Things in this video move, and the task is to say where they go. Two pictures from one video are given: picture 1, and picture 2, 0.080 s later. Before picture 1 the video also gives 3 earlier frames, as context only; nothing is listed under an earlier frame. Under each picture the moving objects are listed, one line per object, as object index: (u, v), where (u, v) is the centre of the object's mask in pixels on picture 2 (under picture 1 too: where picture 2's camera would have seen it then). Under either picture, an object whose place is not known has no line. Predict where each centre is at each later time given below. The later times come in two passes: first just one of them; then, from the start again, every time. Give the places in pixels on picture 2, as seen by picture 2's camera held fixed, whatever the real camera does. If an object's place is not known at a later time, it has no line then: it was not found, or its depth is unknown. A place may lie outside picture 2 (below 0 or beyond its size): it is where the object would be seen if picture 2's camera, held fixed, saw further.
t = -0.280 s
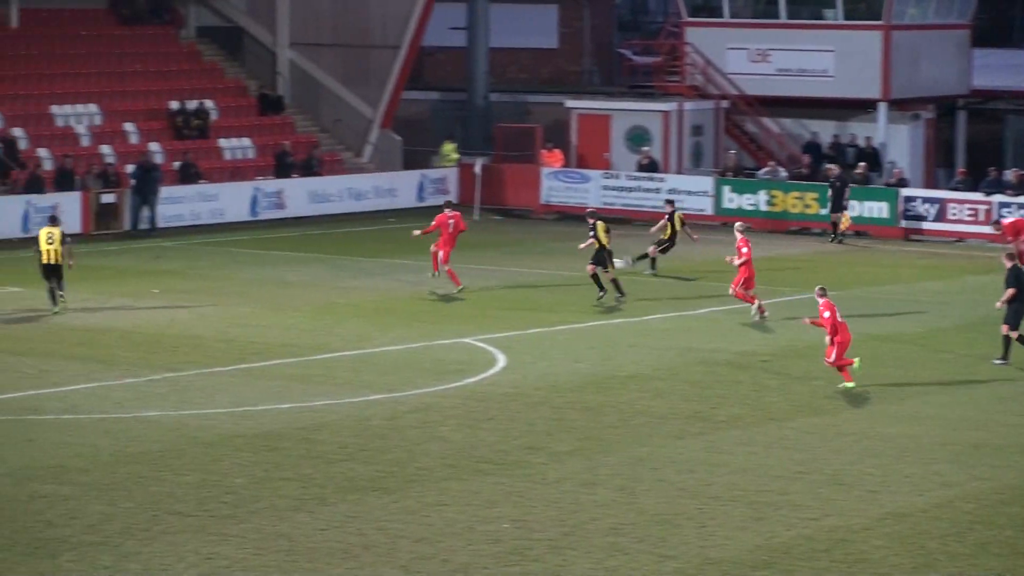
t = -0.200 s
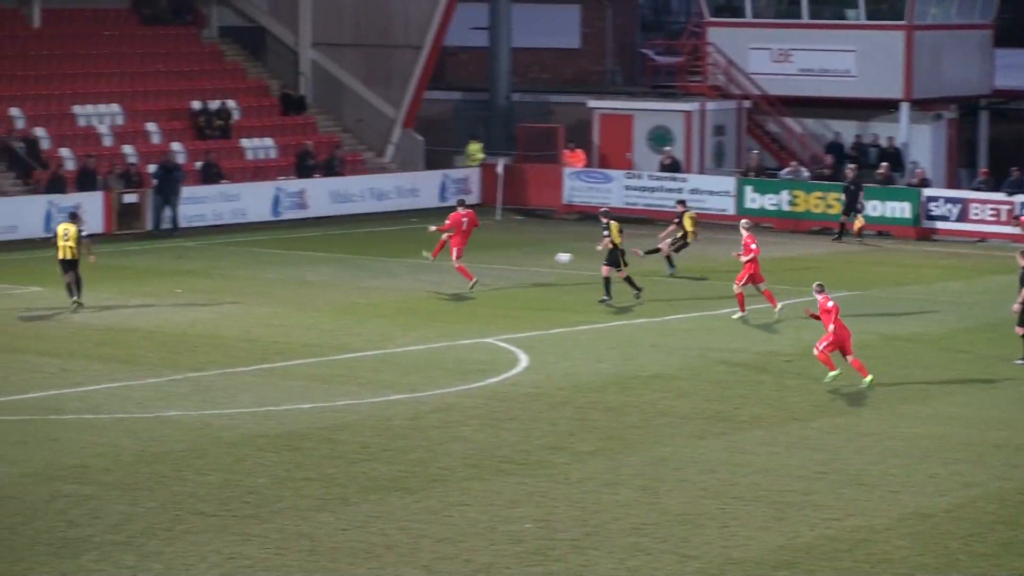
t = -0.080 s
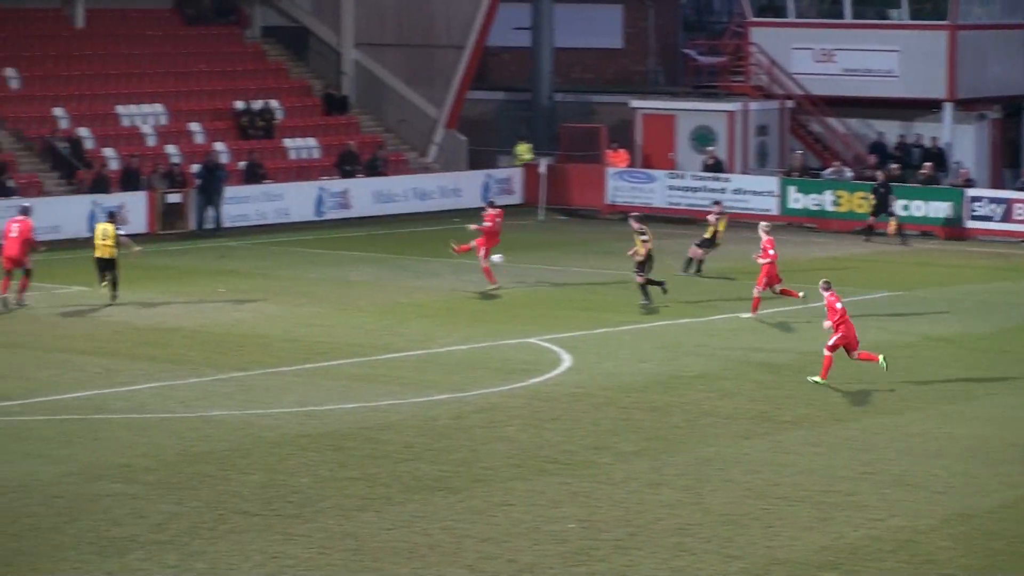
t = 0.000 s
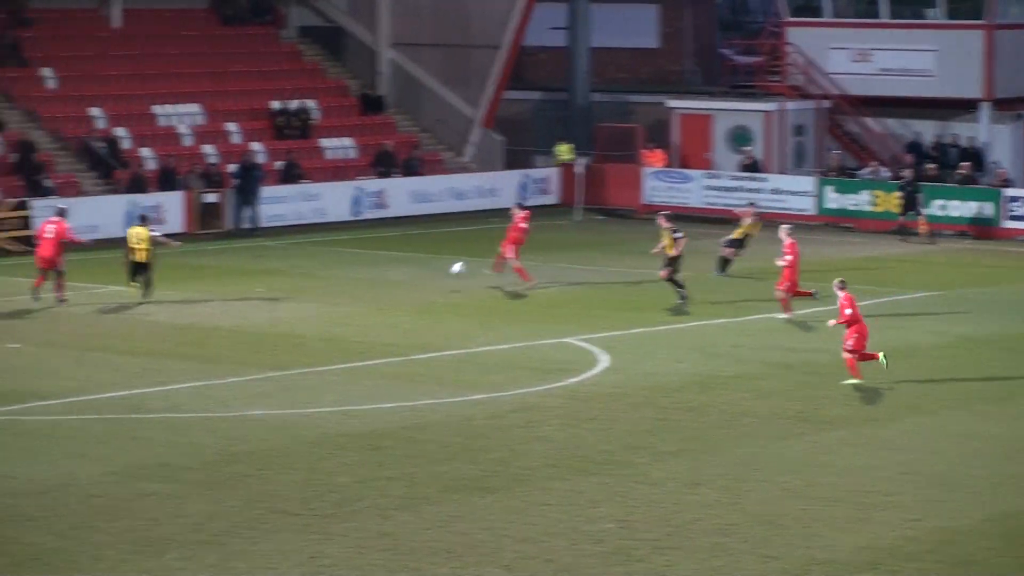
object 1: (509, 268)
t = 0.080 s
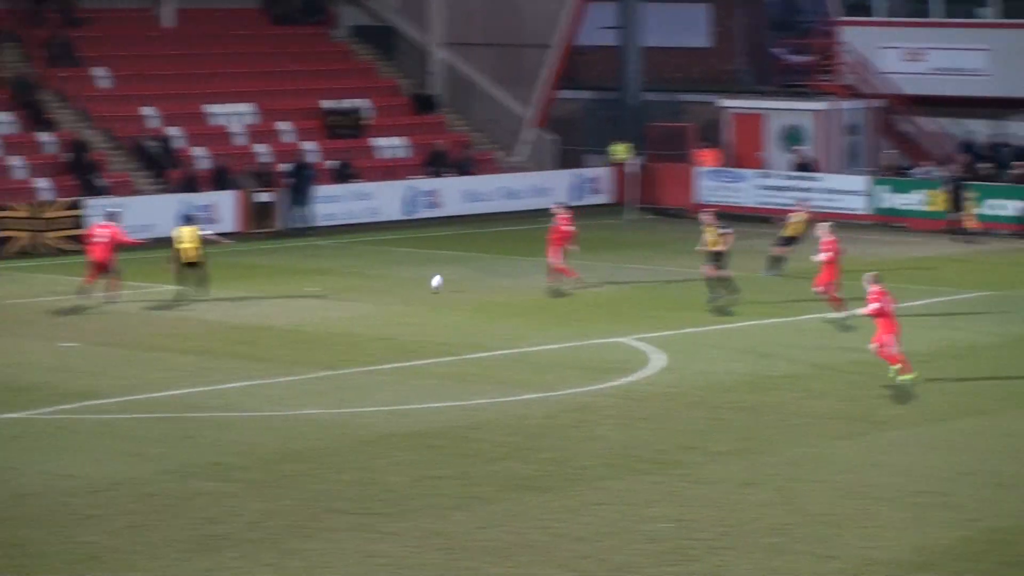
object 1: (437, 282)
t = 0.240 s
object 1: (319, 274)
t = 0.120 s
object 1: (404, 287)
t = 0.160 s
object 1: (375, 281)
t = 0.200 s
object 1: (347, 277)
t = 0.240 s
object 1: (319, 274)
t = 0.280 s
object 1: (290, 273)
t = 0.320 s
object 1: (264, 273)
